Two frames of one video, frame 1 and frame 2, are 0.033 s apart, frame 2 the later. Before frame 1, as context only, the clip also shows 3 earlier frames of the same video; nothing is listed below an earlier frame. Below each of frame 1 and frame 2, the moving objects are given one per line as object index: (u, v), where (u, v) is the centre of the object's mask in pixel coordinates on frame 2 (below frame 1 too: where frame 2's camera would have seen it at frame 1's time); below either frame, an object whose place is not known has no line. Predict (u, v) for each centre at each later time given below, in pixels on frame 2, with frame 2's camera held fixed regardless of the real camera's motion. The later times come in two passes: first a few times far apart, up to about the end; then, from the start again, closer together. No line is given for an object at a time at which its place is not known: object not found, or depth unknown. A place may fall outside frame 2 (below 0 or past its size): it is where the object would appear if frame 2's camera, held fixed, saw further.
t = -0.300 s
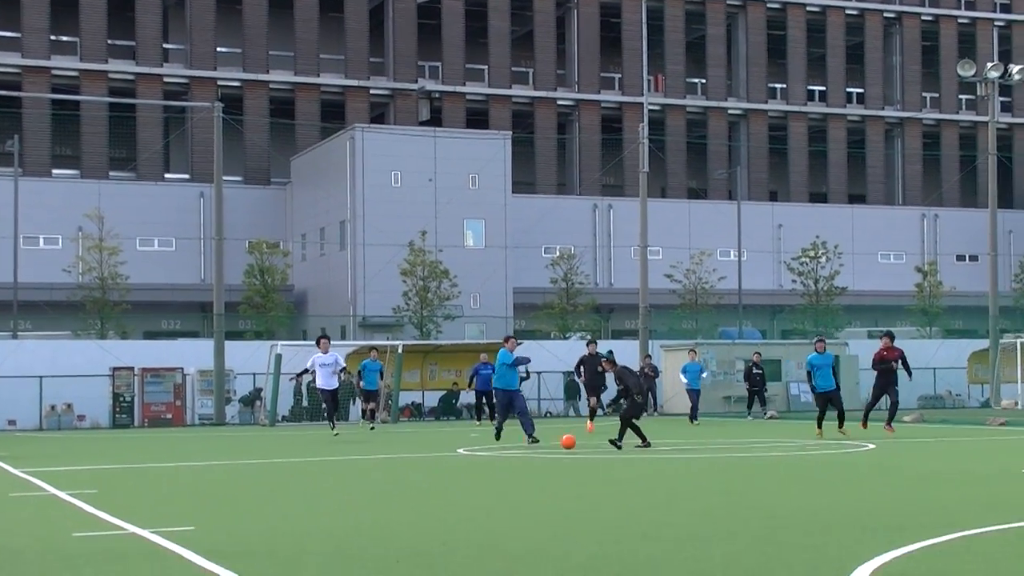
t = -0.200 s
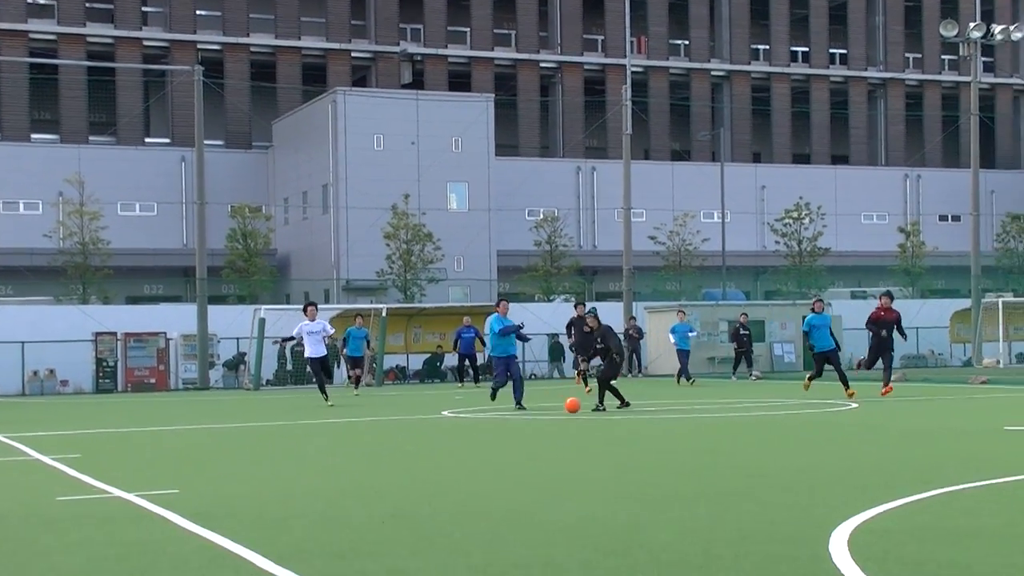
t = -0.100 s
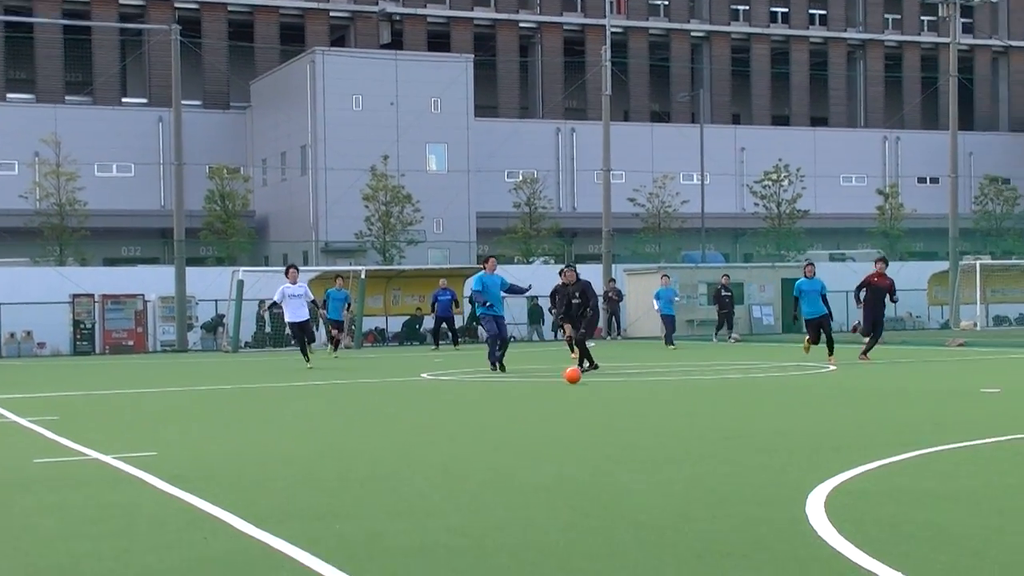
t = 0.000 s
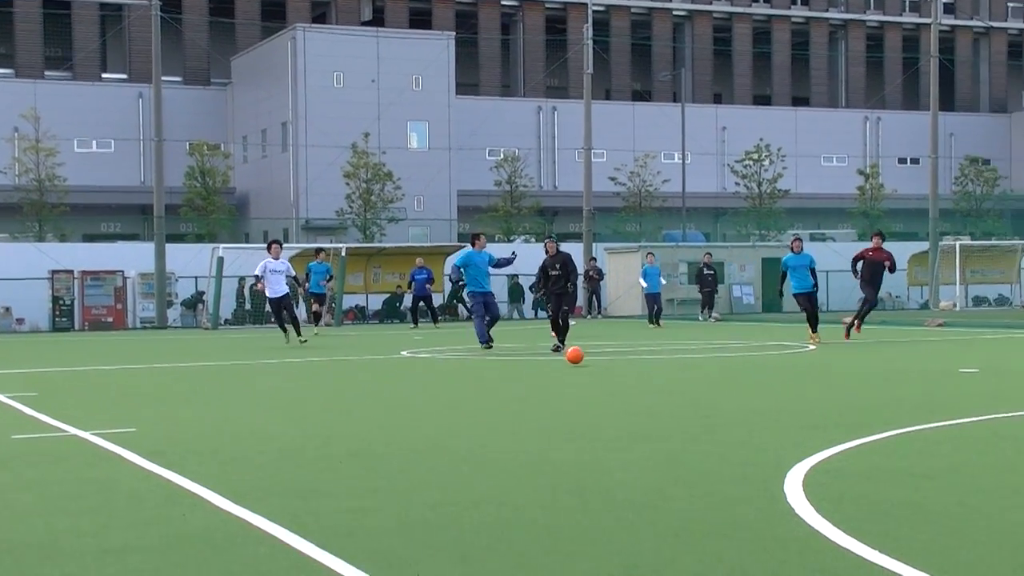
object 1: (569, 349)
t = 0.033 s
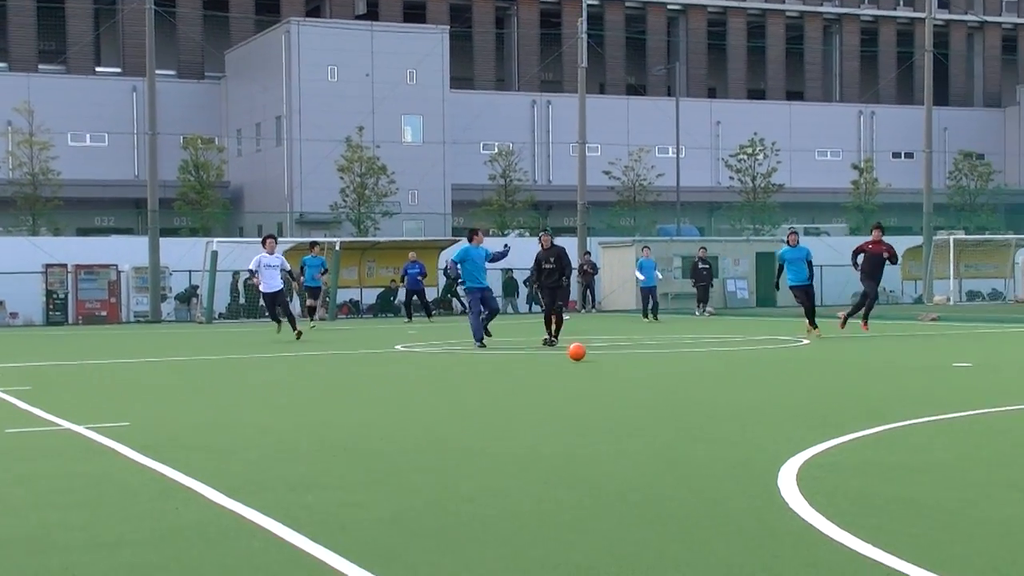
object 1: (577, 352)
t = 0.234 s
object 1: (627, 360)
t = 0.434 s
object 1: (686, 369)
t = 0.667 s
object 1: (764, 381)
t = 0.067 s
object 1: (585, 354)
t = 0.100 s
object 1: (592, 354)
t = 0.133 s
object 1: (601, 355)
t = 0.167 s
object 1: (610, 358)
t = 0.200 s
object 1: (618, 358)
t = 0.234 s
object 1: (627, 360)
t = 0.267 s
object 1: (636, 362)
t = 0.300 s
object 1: (645, 363)
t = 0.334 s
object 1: (655, 364)
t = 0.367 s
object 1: (665, 366)
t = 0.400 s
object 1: (675, 367)
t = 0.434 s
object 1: (686, 369)
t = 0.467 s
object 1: (697, 371)
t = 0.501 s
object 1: (708, 372)
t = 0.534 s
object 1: (718, 374)
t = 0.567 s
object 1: (729, 375)
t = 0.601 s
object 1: (741, 377)
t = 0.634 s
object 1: (752, 379)
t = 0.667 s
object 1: (764, 381)
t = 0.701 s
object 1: (776, 382)
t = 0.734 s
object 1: (788, 384)
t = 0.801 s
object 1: (813, 388)
